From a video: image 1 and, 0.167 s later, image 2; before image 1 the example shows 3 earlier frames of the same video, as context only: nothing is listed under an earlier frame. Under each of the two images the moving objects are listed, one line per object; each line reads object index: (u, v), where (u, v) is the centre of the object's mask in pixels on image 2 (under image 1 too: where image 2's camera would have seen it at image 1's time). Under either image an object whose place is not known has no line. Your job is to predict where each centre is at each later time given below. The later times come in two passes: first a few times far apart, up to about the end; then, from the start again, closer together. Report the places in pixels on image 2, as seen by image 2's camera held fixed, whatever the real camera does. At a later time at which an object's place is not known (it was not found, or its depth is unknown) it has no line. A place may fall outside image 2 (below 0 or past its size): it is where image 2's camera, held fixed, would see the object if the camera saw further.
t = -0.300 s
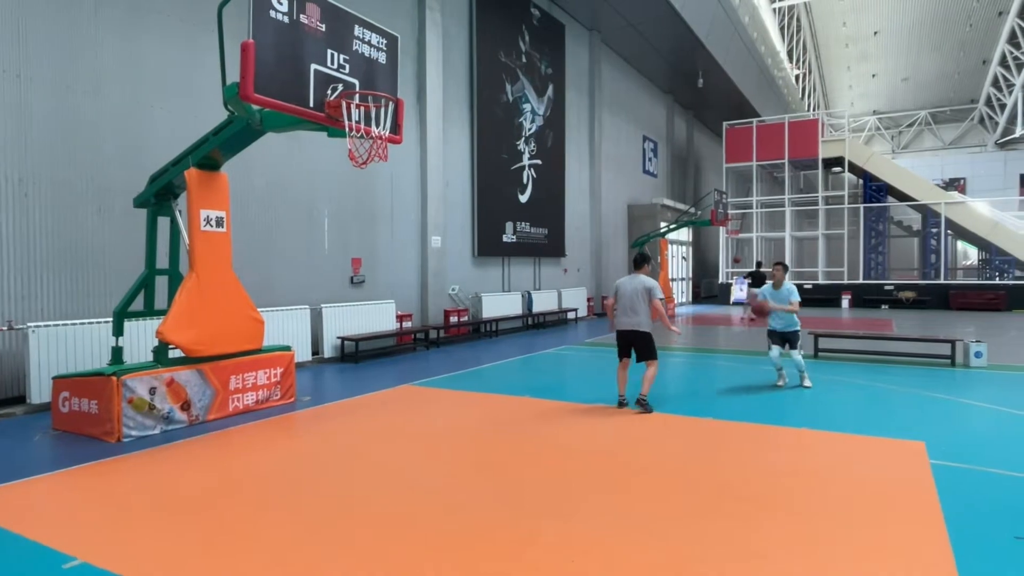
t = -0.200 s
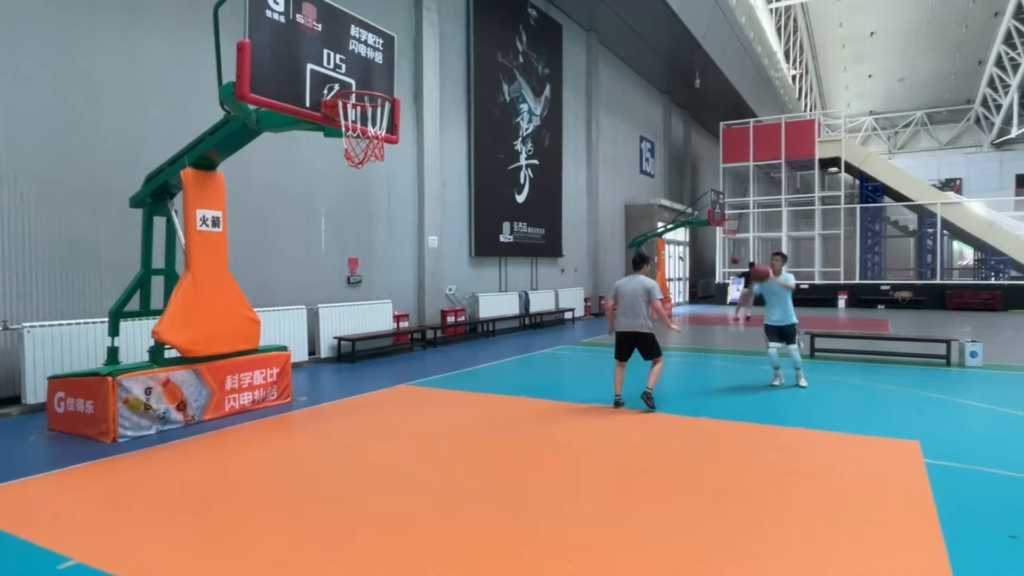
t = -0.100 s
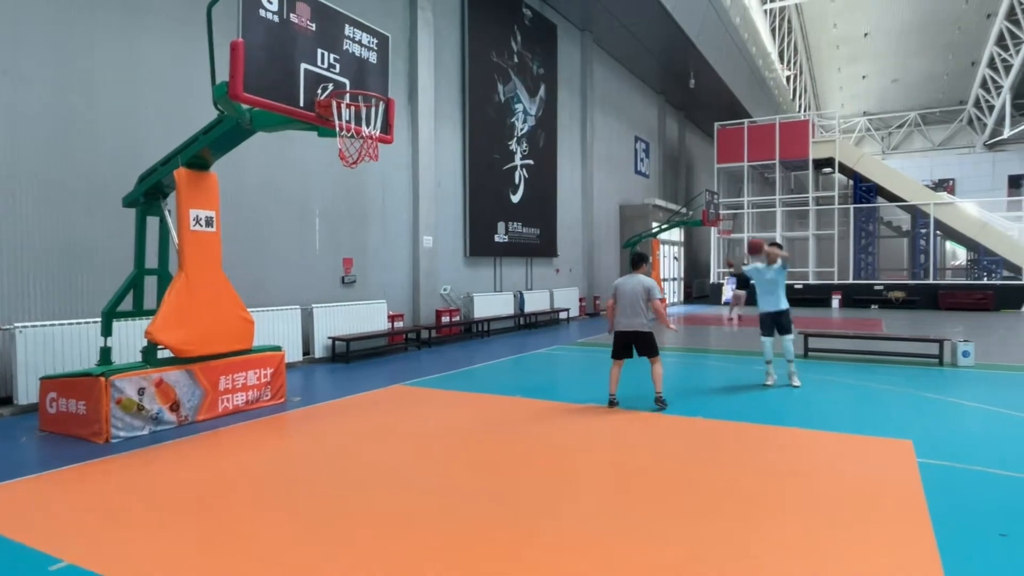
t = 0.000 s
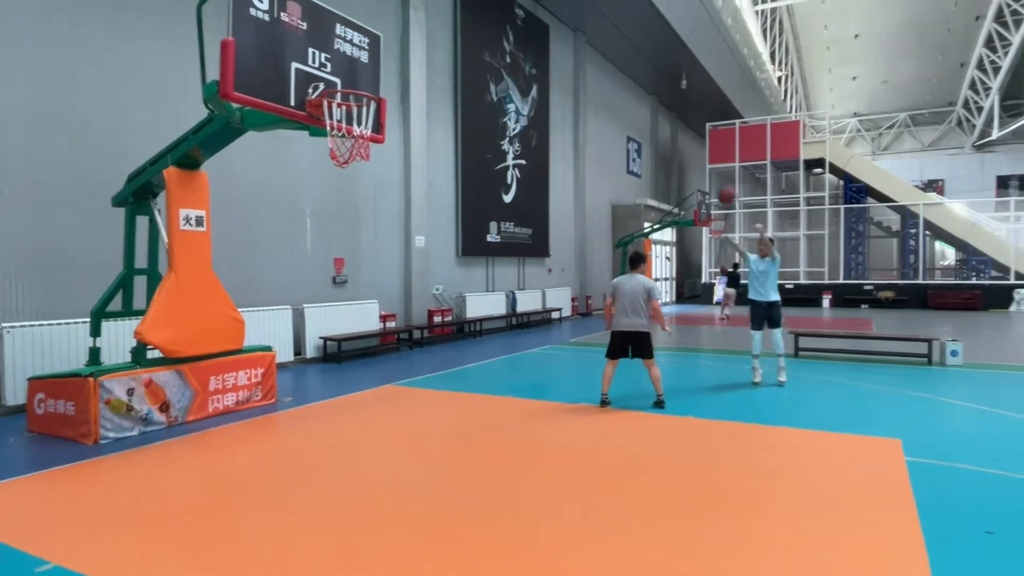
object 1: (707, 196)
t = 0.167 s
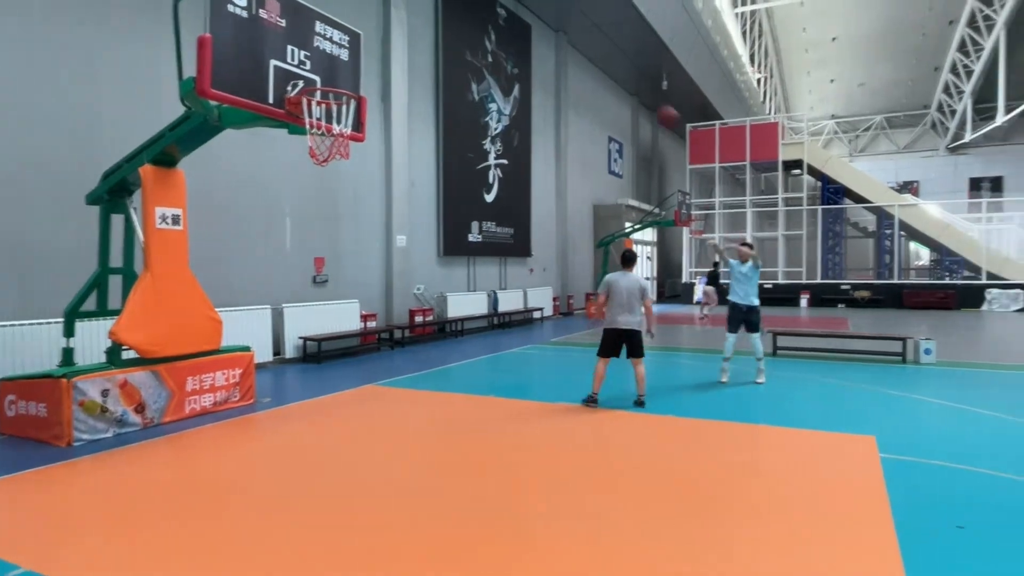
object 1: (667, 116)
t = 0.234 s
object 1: (651, 88)
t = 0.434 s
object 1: (596, 24)
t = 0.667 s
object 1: (521, -16)
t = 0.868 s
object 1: (451, -12)
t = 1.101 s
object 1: (350, 55)
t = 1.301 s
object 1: (291, 89)
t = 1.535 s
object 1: (220, 184)
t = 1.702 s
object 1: (159, 329)
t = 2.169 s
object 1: (-132, 279)
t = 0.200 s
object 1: (660, 100)
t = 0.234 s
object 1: (651, 88)
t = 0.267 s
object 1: (642, 75)
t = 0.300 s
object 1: (633, 64)
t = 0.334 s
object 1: (624, 53)
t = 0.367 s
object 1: (614, 43)
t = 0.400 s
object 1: (605, 33)
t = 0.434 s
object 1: (596, 24)
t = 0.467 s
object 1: (586, 16)
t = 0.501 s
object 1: (575, 8)
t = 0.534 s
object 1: (565, 2)
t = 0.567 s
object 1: (555, -5)
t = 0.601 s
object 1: (544, -10)
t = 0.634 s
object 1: (533, -14)
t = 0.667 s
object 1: (521, -16)
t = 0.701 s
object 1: (510, -19)
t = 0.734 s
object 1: (499, -19)
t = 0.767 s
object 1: (488, -18)
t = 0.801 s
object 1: (476, -18)
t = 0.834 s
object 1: (462, -15)
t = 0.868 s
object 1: (451, -12)
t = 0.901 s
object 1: (437, -6)
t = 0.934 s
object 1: (423, 1)
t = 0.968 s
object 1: (410, 9)
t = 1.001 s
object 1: (395, 19)
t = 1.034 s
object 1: (380, 29)
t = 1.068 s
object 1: (364, 41)
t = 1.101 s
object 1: (350, 55)
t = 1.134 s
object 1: (333, 72)
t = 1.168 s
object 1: (323, 76)
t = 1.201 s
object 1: (315, 78)
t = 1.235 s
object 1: (307, 80)
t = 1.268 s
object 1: (300, 84)
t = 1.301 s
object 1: (291, 89)
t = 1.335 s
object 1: (284, 99)
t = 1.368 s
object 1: (272, 106)
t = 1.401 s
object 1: (262, 117)
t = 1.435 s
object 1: (253, 130)
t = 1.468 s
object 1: (243, 147)
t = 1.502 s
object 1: (231, 164)
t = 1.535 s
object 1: (220, 184)
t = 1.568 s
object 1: (211, 207)
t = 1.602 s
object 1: (199, 232)
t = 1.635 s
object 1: (186, 261)
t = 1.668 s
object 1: (172, 294)
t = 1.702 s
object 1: (159, 329)
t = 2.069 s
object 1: (-44, 356)
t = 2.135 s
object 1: (-99, 305)
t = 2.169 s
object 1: (-132, 279)
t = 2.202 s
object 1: (-161, 251)
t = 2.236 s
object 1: (-196, 226)
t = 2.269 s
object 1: (-234, 203)
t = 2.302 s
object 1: (-269, 177)
